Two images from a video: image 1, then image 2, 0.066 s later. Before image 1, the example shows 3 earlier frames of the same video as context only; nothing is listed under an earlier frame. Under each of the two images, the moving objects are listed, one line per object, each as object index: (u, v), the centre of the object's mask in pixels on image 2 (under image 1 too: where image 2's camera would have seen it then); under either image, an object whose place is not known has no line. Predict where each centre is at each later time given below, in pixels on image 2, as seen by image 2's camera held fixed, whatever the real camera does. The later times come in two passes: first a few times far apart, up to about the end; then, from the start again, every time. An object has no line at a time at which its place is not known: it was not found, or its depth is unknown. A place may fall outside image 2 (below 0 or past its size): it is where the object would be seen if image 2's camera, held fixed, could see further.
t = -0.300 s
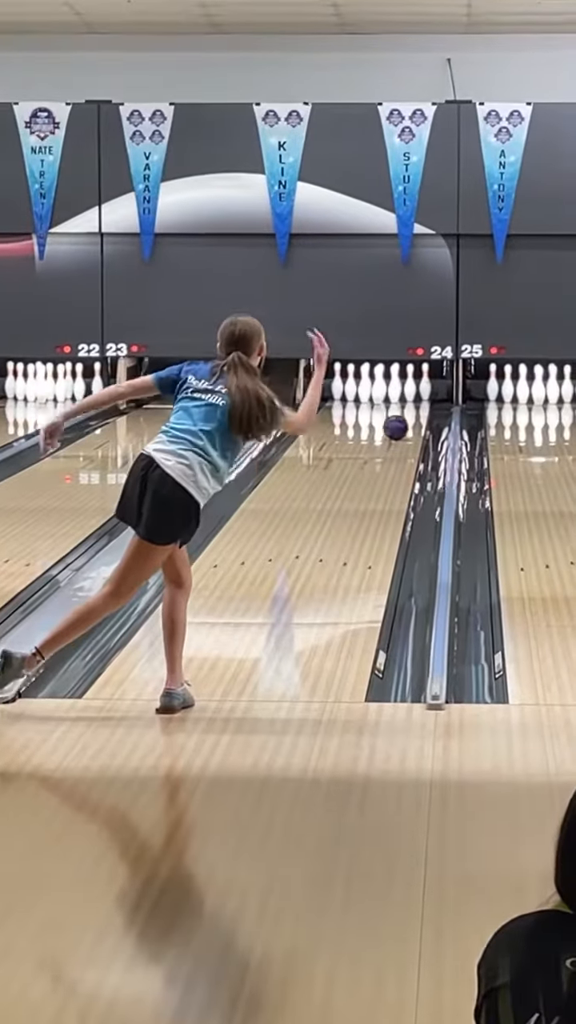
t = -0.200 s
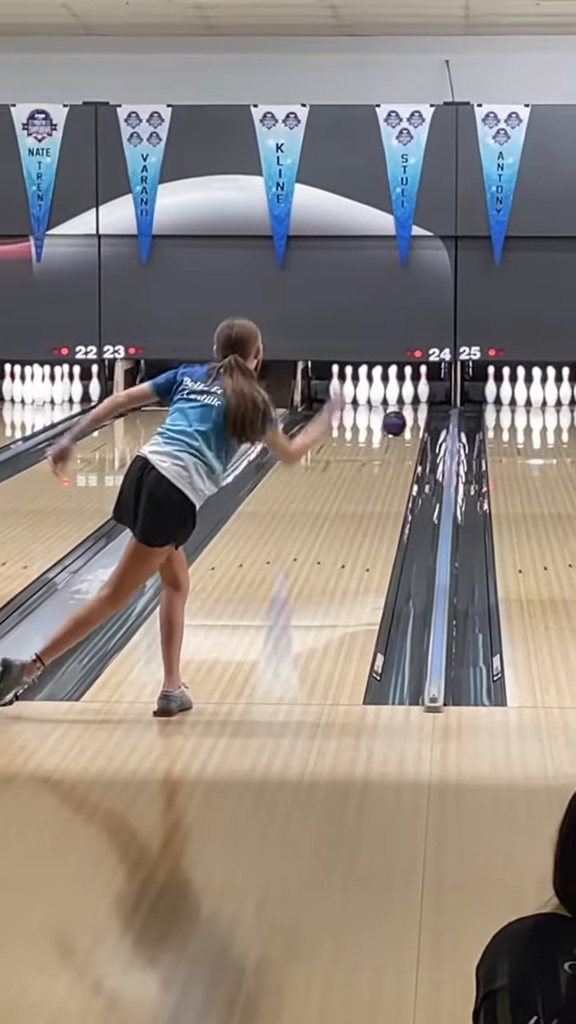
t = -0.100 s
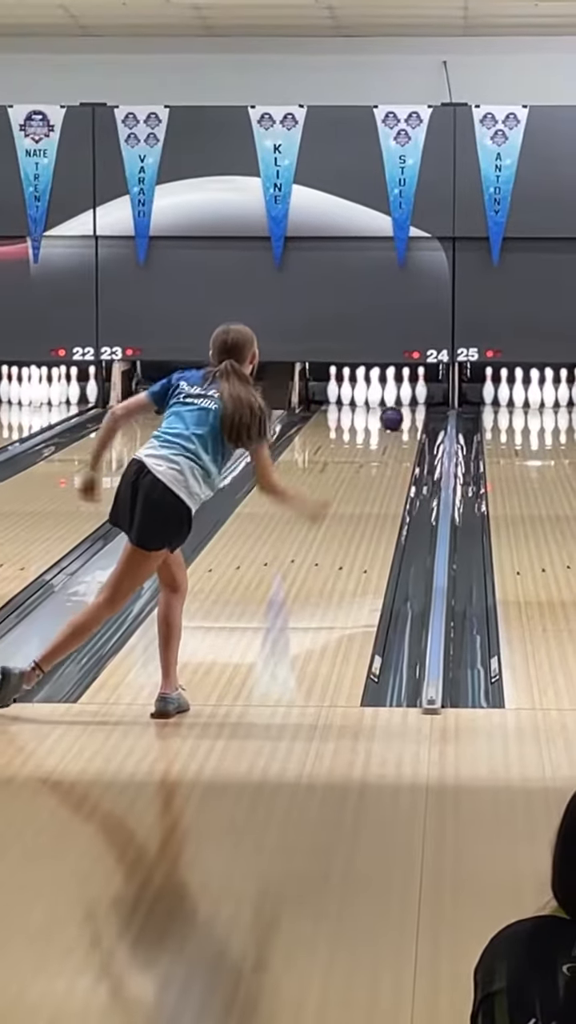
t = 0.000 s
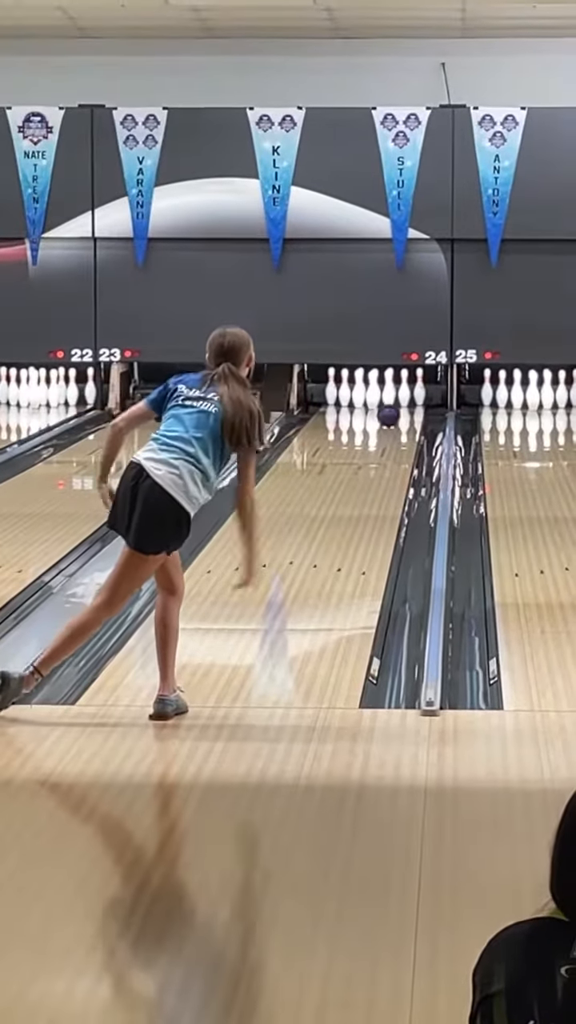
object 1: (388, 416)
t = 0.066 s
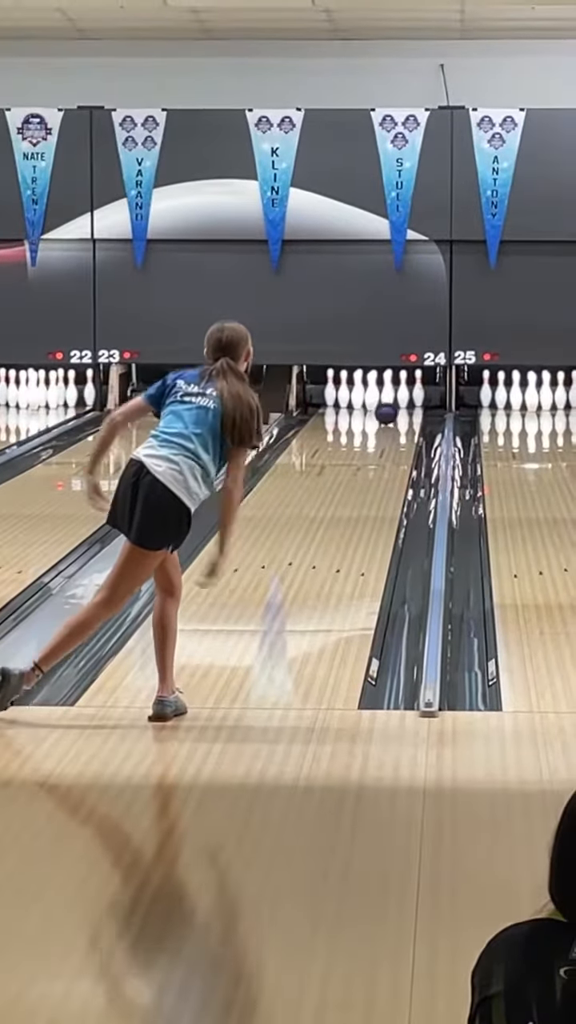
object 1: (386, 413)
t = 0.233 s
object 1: (380, 408)
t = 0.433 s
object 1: (374, 403)
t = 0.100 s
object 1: (385, 412)
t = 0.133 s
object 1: (384, 411)
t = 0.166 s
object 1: (382, 410)
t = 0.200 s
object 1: (381, 409)
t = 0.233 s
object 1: (380, 408)
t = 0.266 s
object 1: (379, 407)
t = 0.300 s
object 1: (377, 406)
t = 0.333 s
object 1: (375, 404)
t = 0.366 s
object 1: (375, 404)
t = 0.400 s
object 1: (376, 403)
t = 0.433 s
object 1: (374, 403)
